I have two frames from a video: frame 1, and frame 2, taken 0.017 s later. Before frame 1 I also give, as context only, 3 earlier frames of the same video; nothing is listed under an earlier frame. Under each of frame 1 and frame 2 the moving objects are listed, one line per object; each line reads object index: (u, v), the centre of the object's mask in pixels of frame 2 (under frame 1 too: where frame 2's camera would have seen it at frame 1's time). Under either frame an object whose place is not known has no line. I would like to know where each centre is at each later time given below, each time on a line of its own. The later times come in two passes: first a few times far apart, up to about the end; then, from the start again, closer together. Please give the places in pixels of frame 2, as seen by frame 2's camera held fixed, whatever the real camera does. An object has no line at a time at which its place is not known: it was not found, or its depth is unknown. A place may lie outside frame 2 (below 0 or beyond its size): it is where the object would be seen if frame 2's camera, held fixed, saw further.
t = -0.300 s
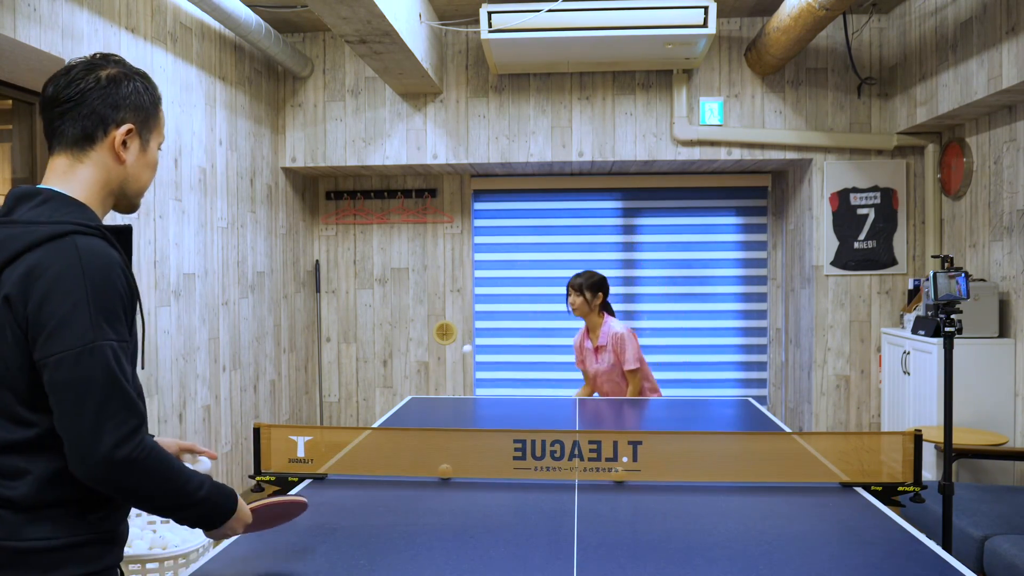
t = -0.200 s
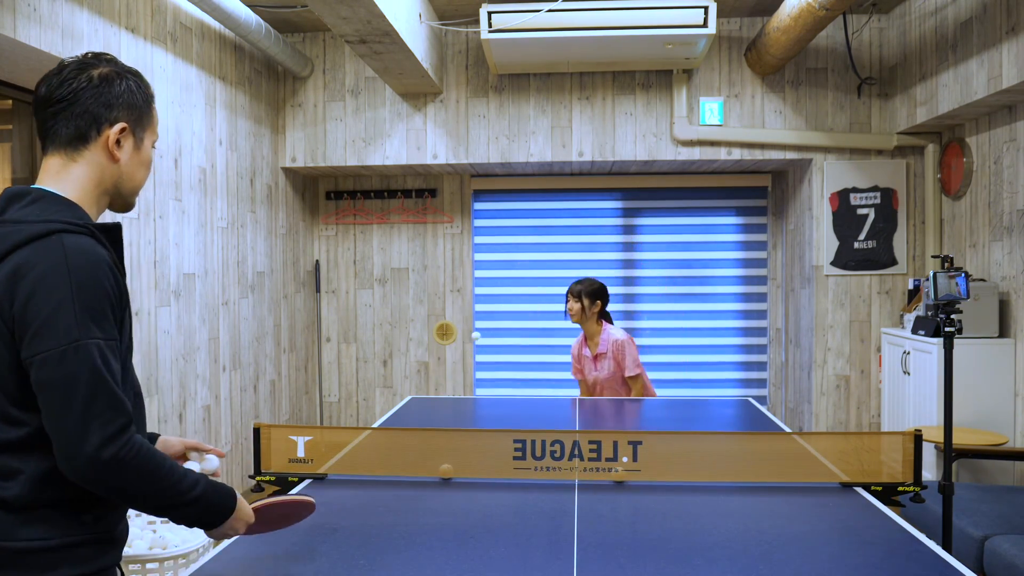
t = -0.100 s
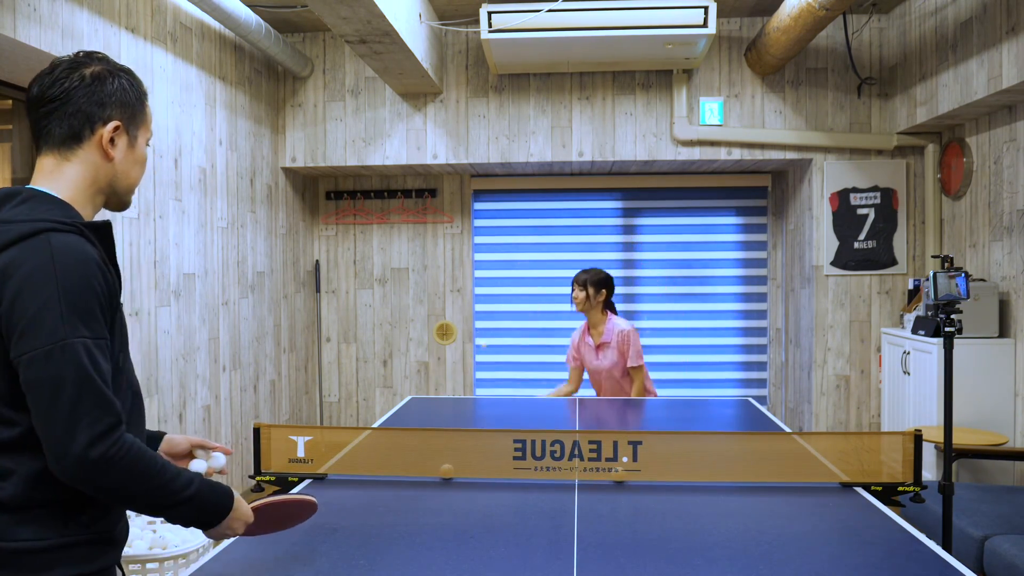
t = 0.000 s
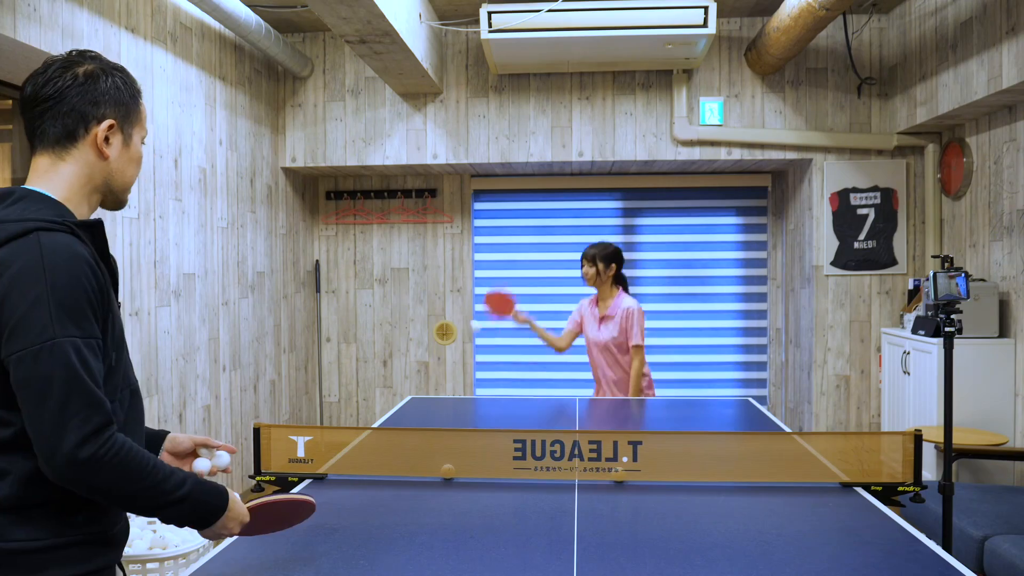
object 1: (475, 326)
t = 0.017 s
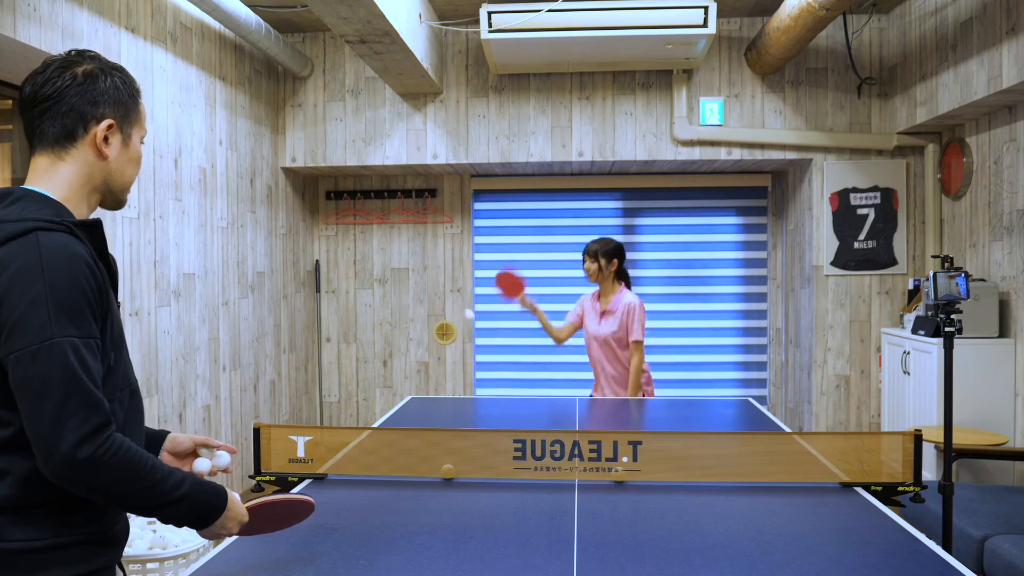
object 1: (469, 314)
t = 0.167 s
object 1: (405, 238)
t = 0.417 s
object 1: (190, 268)
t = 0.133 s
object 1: (422, 251)
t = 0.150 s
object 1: (414, 244)
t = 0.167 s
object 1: (405, 238)
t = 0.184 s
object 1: (396, 233)
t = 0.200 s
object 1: (386, 228)
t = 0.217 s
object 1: (375, 224)
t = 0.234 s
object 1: (364, 221)
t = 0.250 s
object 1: (353, 219)
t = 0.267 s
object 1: (341, 217)
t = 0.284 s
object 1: (328, 217)
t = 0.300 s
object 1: (315, 218)
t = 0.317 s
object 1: (300, 220)
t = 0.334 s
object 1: (285, 223)
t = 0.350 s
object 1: (268, 228)
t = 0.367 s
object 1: (251, 235)
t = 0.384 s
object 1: (232, 245)
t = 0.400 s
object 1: (210, 256)
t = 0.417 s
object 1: (190, 268)
